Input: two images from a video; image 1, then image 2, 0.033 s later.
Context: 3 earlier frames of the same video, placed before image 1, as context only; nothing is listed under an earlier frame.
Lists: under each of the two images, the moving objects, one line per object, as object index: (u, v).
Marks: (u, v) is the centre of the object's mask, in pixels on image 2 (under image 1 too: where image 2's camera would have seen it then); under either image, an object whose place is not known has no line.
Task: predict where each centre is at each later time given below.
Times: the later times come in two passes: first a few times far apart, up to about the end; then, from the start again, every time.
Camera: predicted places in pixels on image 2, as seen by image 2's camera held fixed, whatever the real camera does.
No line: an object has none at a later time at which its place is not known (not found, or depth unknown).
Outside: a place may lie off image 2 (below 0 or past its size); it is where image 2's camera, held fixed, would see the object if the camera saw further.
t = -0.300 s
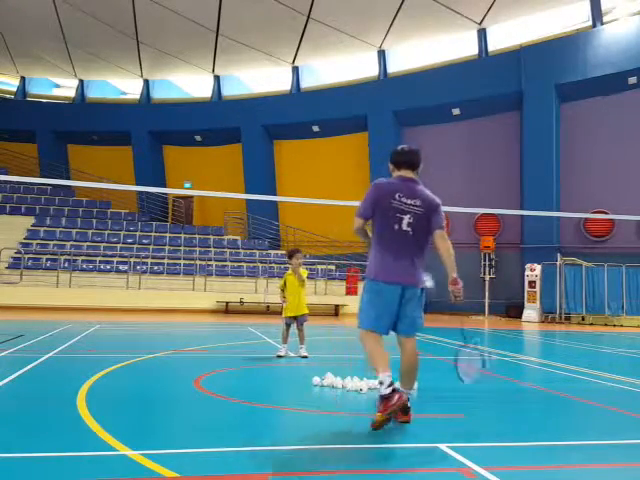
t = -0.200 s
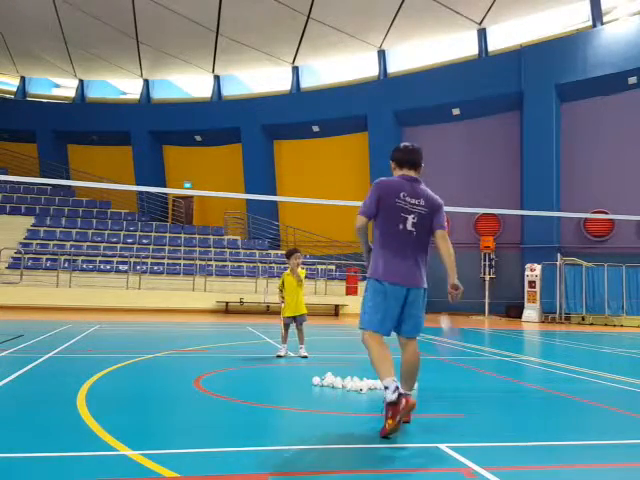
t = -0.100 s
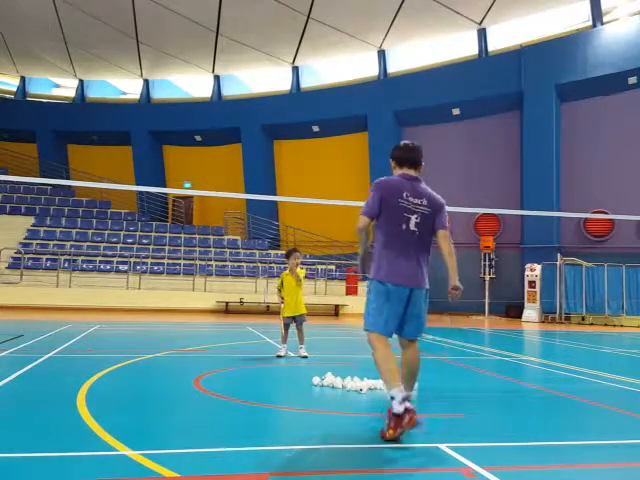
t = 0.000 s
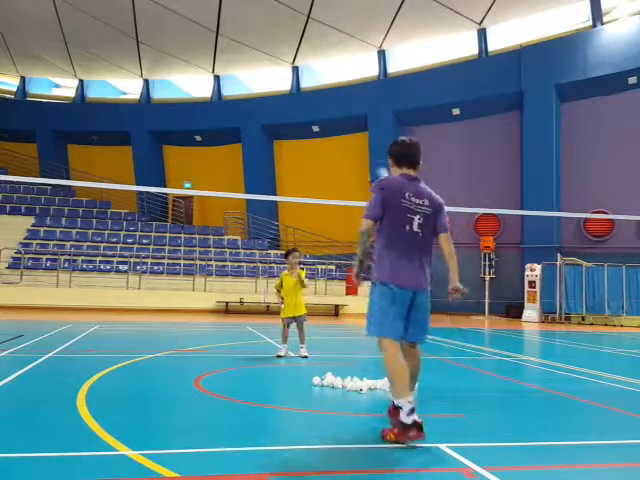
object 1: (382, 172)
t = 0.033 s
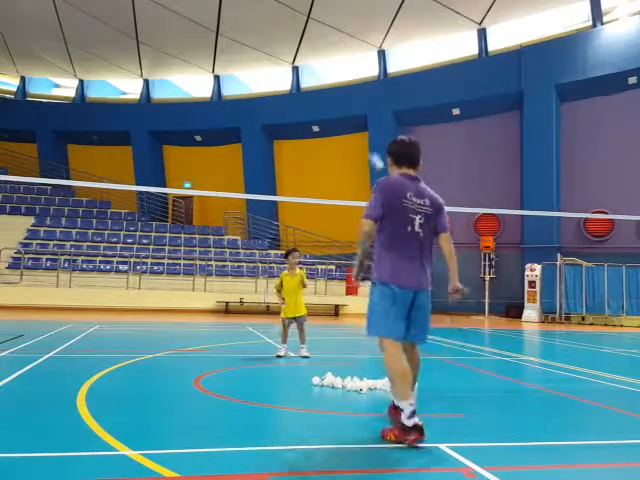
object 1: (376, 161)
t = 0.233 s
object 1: (337, 121)
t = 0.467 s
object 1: (306, 129)
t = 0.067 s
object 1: (370, 151)
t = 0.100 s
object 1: (361, 142)
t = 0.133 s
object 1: (354, 134)
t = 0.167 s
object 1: (347, 129)
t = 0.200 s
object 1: (342, 125)
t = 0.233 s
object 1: (337, 121)
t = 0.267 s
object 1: (332, 119)
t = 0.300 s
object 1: (328, 118)
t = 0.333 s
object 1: (323, 117)
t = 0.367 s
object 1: (319, 118)
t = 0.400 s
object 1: (315, 121)
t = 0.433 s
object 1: (310, 124)
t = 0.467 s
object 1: (306, 129)
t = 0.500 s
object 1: (302, 134)
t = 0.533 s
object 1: (298, 141)
